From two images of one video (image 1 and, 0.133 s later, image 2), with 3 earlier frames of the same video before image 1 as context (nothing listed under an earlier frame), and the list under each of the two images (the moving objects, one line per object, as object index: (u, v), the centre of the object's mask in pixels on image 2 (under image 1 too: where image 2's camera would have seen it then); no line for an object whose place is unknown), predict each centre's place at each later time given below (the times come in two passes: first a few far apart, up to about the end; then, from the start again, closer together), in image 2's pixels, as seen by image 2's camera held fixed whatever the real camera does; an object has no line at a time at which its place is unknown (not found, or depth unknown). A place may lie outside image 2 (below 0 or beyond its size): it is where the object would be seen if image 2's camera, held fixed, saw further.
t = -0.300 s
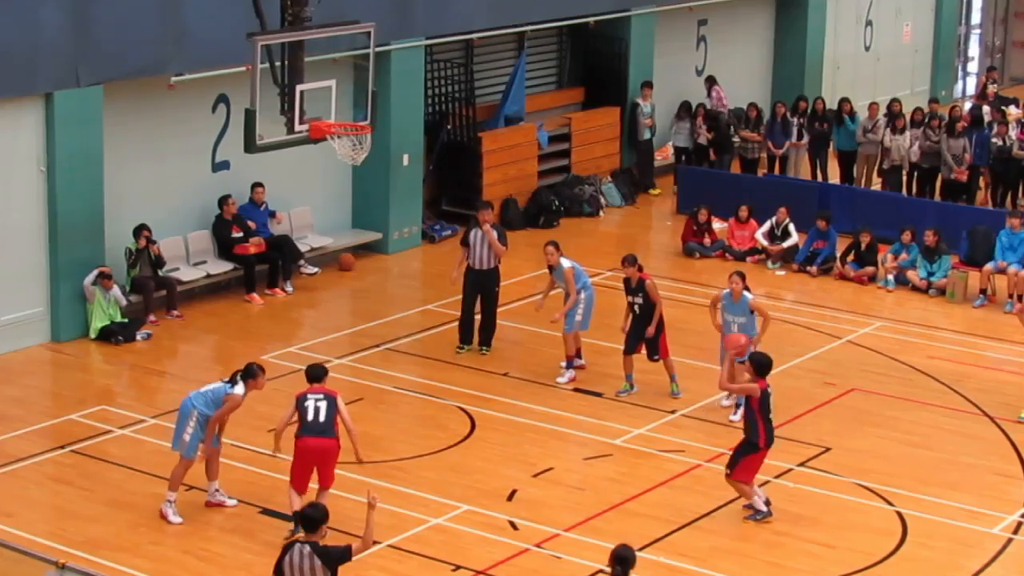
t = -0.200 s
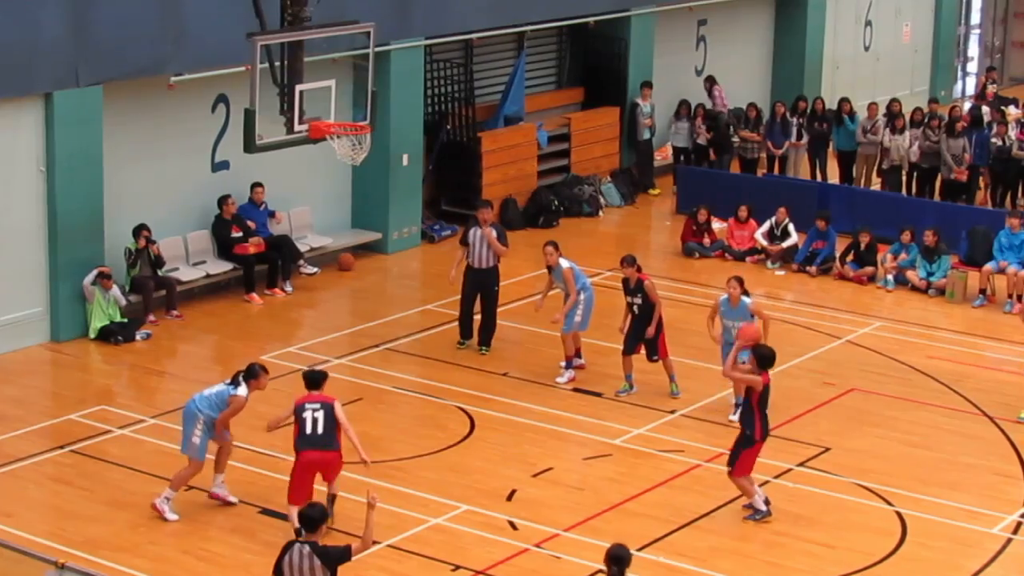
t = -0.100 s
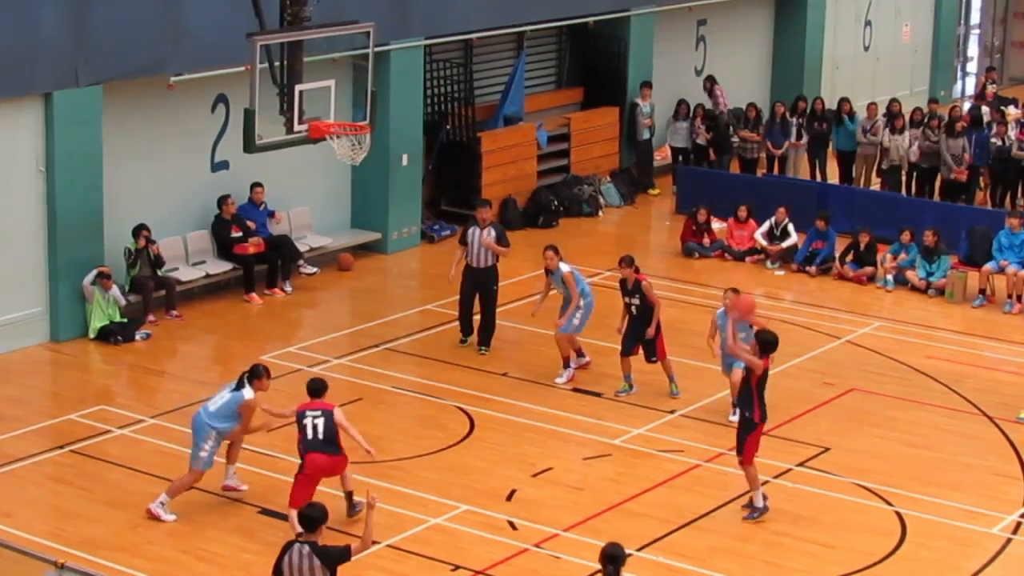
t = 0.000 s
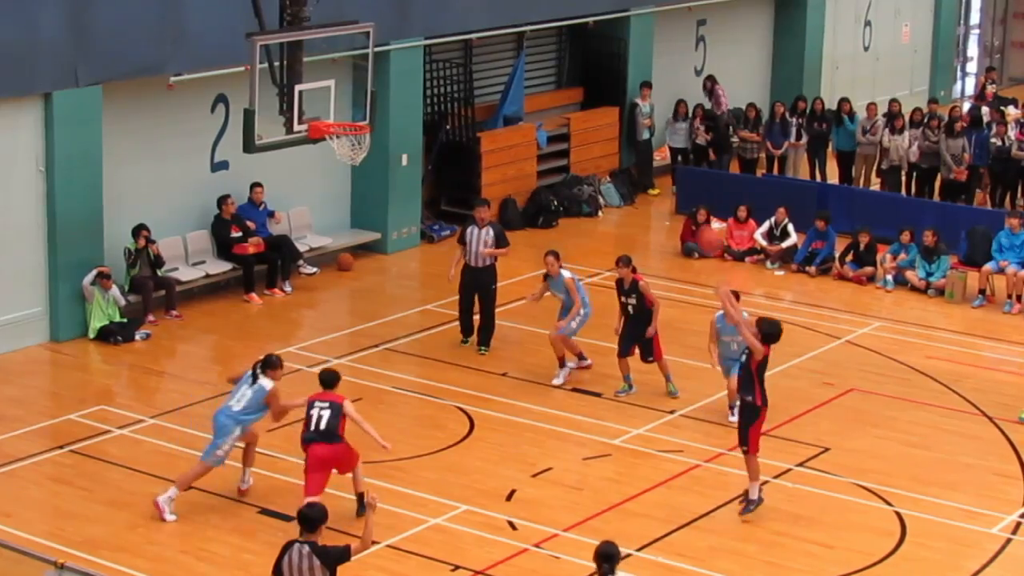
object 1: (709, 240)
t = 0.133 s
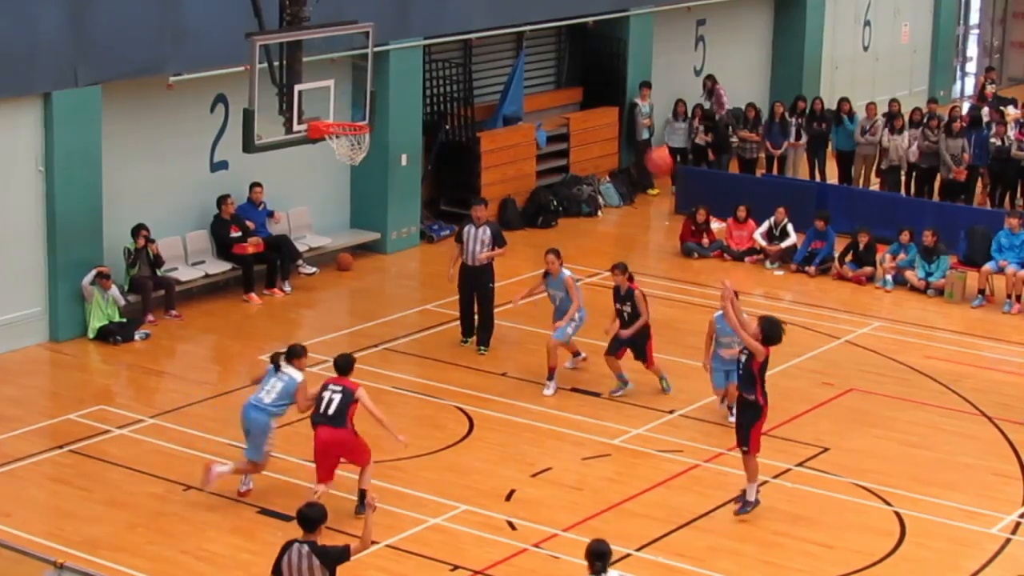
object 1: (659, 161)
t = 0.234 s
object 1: (622, 116)
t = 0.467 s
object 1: (534, 54)
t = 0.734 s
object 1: (439, 55)
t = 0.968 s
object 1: (362, 113)
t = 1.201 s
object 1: (296, 202)
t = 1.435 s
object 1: (239, 325)
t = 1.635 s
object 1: (208, 331)
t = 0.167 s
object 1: (644, 145)
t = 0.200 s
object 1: (632, 129)
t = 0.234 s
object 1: (622, 116)
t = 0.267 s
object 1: (608, 103)
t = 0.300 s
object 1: (595, 92)
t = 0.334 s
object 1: (583, 82)
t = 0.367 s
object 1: (570, 74)
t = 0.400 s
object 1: (559, 66)
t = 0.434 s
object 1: (546, 60)
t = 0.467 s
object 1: (534, 54)
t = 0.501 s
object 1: (522, 50)
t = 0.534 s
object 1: (510, 48)
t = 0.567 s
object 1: (498, 46)
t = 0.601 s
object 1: (486, 45)
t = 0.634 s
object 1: (474, 47)
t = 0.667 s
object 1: (462, 49)
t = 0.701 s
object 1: (450, 51)
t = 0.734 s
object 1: (439, 55)
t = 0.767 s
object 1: (427, 60)
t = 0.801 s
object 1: (417, 66)
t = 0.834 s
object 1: (405, 74)
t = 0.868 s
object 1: (394, 82)
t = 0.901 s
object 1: (383, 92)
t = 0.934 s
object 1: (372, 102)
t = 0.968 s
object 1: (362, 113)
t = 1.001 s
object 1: (351, 122)
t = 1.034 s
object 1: (344, 139)
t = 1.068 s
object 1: (331, 150)
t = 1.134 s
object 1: (313, 174)
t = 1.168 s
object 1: (305, 188)
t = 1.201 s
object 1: (296, 202)
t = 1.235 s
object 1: (288, 217)
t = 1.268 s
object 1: (279, 233)
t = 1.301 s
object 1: (271, 250)
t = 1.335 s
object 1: (263, 267)
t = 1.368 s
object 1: (255, 285)
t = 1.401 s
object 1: (247, 306)
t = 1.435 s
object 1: (239, 325)
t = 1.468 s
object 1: (231, 346)
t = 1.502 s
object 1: (223, 367)
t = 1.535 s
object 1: (216, 385)
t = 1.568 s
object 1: (213, 366)
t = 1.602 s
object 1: (211, 348)
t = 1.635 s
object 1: (208, 331)
